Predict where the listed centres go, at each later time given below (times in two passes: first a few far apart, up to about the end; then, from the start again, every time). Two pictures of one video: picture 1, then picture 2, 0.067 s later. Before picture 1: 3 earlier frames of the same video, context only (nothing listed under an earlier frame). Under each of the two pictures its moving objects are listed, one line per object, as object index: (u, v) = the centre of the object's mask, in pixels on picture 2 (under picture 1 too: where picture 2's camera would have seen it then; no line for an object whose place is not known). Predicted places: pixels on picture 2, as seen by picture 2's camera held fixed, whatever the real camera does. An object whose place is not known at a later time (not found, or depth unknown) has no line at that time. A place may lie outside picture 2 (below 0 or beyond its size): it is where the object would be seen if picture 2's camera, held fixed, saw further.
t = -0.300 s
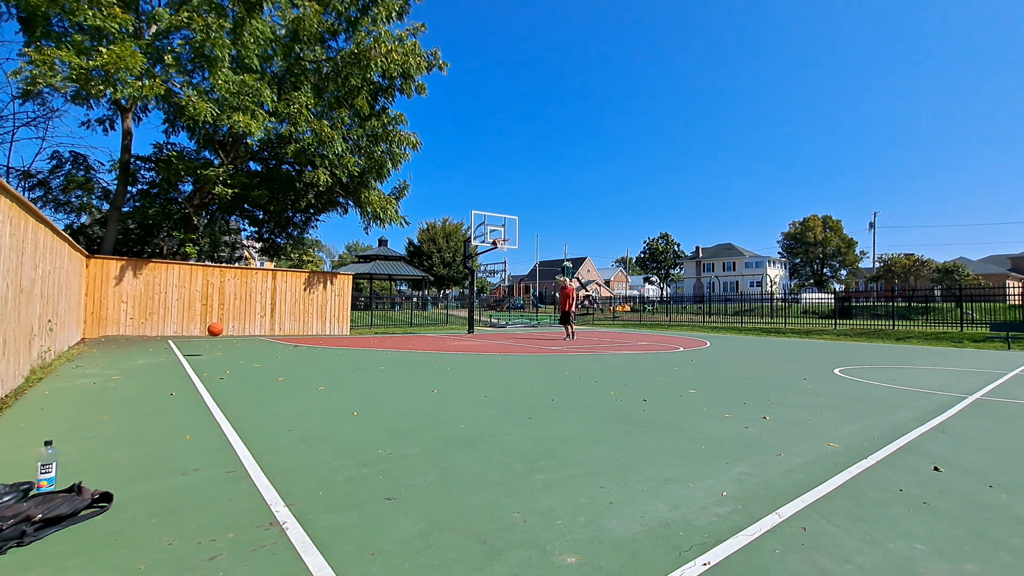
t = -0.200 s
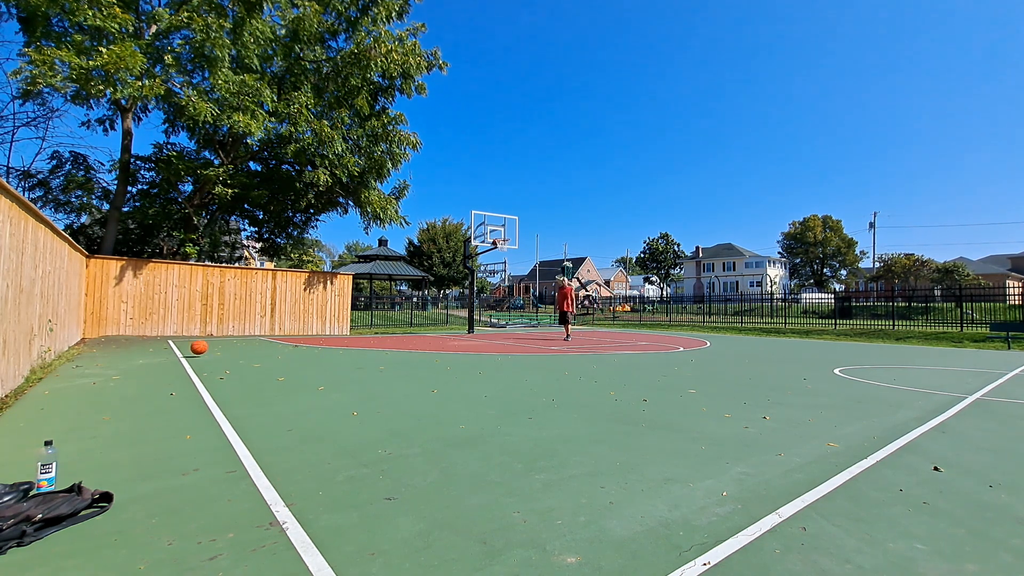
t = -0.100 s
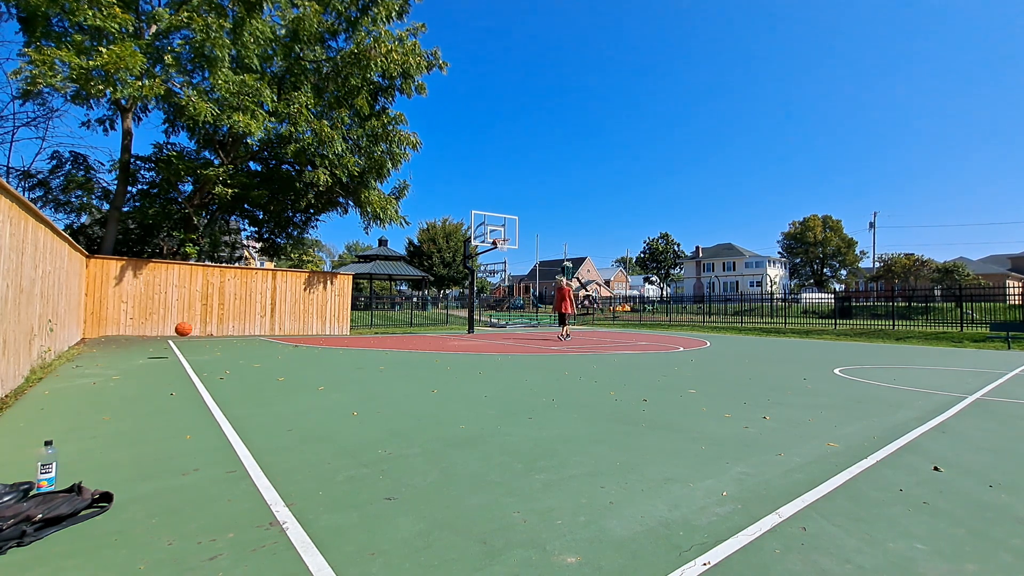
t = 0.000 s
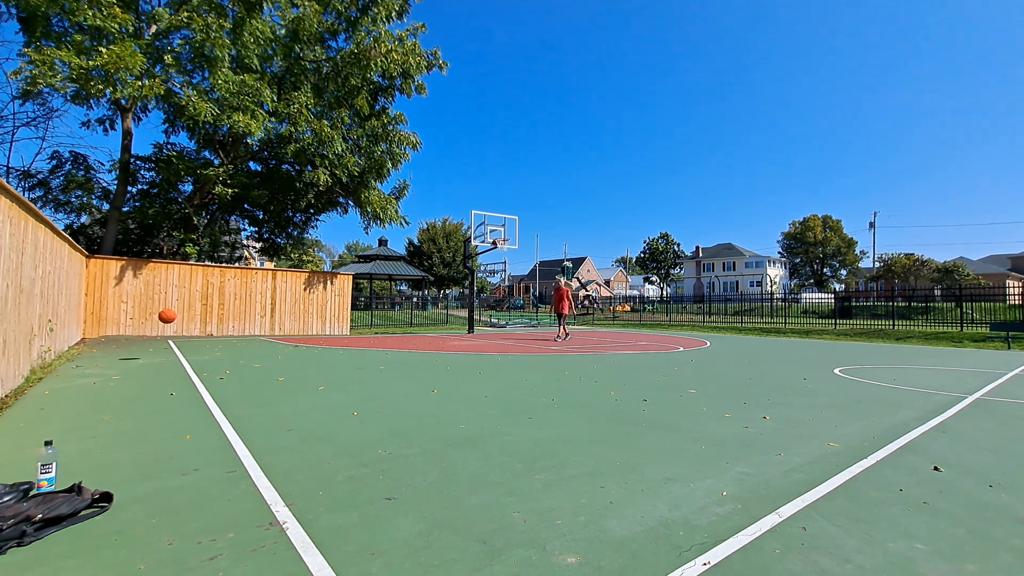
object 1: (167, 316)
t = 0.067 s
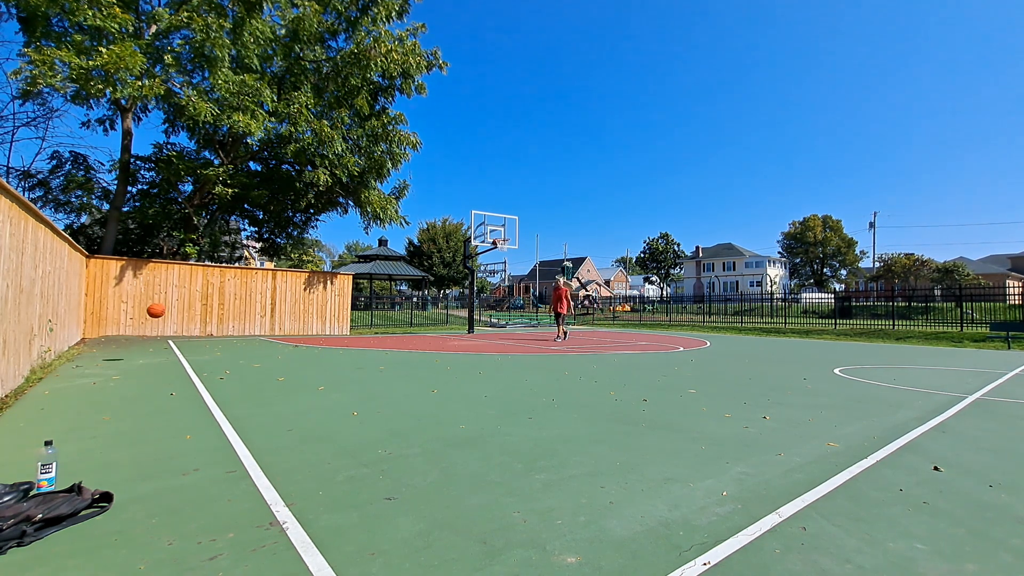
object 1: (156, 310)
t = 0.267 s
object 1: (118, 310)
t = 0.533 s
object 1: (60, 355)
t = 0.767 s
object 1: (78, 344)
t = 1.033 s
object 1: (136, 357)
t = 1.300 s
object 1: (150, 346)
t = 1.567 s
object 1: (164, 348)
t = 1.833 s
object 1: (178, 351)
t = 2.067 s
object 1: (188, 353)
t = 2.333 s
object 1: (200, 352)
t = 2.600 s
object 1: (212, 352)
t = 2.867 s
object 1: (223, 353)
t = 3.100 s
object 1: (231, 353)
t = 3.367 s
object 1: (241, 353)
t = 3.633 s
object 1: (250, 353)
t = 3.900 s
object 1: (259, 353)
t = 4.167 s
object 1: (267, 352)
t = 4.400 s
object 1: (274, 352)
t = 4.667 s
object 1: (281, 352)
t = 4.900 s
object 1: (286, 352)
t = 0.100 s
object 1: (150, 308)
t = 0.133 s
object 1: (144, 307)
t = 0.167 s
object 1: (138, 307)
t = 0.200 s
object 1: (131, 307)
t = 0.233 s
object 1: (125, 308)
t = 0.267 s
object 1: (118, 310)
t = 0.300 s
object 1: (111, 313)
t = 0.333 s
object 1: (104, 316)
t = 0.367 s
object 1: (97, 320)
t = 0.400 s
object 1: (90, 326)
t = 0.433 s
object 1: (83, 332)
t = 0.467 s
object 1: (76, 338)
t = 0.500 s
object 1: (68, 346)
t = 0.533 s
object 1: (60, 355)
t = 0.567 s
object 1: (52, 364)
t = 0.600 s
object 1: (42, 360)
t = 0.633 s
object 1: (45, 355)
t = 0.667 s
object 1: (53, 351)
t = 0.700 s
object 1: (61, 348)
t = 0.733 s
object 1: (70, 346)
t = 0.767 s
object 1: (78, 344)
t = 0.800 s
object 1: (86, 343)
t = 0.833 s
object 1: (93, 342)
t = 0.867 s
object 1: (101, 343)
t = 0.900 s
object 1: (108, 344)
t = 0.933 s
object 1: (115, 346)
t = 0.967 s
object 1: (122, 349)
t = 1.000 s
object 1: (129, 353)
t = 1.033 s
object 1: (136, 357)
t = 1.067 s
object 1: (138, 354)
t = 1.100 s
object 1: (140, 351)
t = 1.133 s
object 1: (142, 348)
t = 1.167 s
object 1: (143, 346)
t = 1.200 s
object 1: (145, 345)
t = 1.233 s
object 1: (147, 344)
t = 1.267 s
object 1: (148, 345)
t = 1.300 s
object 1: (150, 346)
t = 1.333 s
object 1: (152, 348)
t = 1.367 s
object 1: (154, 350)
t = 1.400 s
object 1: (155, 354)
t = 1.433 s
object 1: (157, 356)
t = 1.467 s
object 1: (159, 353)
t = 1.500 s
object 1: (161, 350)
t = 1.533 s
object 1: (162, 349)
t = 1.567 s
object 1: (164, 348)
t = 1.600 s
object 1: (166, 347)
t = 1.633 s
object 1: (168, 348)
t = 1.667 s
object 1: (169, 349)
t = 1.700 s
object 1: (171, 351)
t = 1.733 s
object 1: (173, 353)
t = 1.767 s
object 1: (174, 355)
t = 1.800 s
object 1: (176, 353)
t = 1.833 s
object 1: (178, 351)
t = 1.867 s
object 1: (179, 350)
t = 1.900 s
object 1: (181, 349)
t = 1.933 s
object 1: (182, 350)
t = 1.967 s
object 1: (184, 350)
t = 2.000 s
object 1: (185, 352)
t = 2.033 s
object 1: (186, 355)
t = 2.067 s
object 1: (188, 353)
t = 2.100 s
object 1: (190, 352)
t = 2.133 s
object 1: (191, 351)
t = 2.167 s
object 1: (193, 351)
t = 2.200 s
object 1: (194, 351)
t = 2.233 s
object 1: (196, 352)
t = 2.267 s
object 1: (197, 354)
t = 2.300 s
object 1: (199, 353)
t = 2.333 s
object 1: (200, 352)
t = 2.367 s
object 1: (202, 352)
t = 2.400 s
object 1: (203, 352)
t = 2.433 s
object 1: (205, 352)
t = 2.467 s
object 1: (206, 354)
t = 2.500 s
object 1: (208, 353)
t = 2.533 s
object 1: (209, 352)
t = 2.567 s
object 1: (211, 352)
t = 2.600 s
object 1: (212, 352)
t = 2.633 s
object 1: (214, 354)
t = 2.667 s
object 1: (215, 353)
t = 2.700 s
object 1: (216, 352)
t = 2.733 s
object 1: (218, 353)
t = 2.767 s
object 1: (219, 353)
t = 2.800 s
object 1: (220, 353)
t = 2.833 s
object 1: (221, 353)
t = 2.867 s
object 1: (223, 353)
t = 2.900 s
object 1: (224, 353)
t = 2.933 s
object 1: (225, 353)
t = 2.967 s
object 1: (227, 353)
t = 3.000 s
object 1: (228, 353)
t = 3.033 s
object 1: (229, 353)
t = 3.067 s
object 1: (230, 353)
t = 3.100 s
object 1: (231, 353)
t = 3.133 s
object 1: (233, 353)
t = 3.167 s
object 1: (234, 353)
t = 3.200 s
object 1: (235, 353)
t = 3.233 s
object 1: (236, 353)
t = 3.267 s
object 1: (237, 353)
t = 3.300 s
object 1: (238, 353)
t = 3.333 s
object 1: (240, 353)
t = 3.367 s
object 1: (241, 353)
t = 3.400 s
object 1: (242, 353)
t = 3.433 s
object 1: (243, 353)
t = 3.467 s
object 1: (244, 353)
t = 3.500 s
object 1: (245, 353)
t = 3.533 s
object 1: (246, 353)
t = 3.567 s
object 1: (248, 353)
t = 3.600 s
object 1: (249, 353)
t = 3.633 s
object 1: (250, 353)
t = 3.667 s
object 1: (251, 353)
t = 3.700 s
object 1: (252, 353)
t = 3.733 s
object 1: (253, 353)
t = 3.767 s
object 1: (254, 353)
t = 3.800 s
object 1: (256, 353)
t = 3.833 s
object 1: (257, 353)
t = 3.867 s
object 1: (258, 353)
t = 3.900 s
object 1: (259, 353)
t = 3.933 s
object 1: (260, 353)
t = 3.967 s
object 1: (261, 353)
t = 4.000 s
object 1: (262, 352)
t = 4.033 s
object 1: (263, 352)
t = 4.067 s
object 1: (264, 352)
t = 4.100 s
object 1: (266, 352)
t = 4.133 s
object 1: (267, 352)
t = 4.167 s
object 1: (267, 352)
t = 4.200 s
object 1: (269, 352)
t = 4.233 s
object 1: (270, 352)
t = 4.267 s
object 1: (271, 352)
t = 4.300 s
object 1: (272, 352)
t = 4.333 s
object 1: (272, 352)
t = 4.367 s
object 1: (274, 352)
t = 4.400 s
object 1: (274, 352)
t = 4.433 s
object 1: (275, 352)
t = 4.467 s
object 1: (276, 352)
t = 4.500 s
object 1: (277, 352)
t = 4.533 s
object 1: (278, 352)
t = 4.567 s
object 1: (279, 352)
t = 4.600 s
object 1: (280, 352)
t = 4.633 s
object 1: (280, 352)
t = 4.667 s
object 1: (281, 352)
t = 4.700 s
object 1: (282, 352)
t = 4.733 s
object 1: (283, 352)
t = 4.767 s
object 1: (283, 352)
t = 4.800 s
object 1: (284, 352)
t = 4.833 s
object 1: (285, 352)
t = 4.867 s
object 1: (286, 352)
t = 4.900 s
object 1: (286, 352)
